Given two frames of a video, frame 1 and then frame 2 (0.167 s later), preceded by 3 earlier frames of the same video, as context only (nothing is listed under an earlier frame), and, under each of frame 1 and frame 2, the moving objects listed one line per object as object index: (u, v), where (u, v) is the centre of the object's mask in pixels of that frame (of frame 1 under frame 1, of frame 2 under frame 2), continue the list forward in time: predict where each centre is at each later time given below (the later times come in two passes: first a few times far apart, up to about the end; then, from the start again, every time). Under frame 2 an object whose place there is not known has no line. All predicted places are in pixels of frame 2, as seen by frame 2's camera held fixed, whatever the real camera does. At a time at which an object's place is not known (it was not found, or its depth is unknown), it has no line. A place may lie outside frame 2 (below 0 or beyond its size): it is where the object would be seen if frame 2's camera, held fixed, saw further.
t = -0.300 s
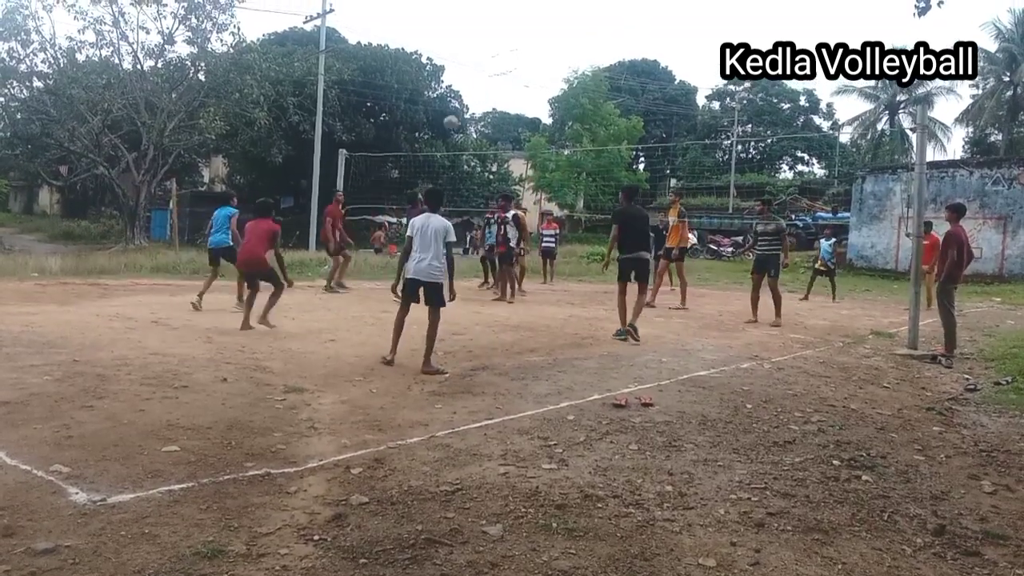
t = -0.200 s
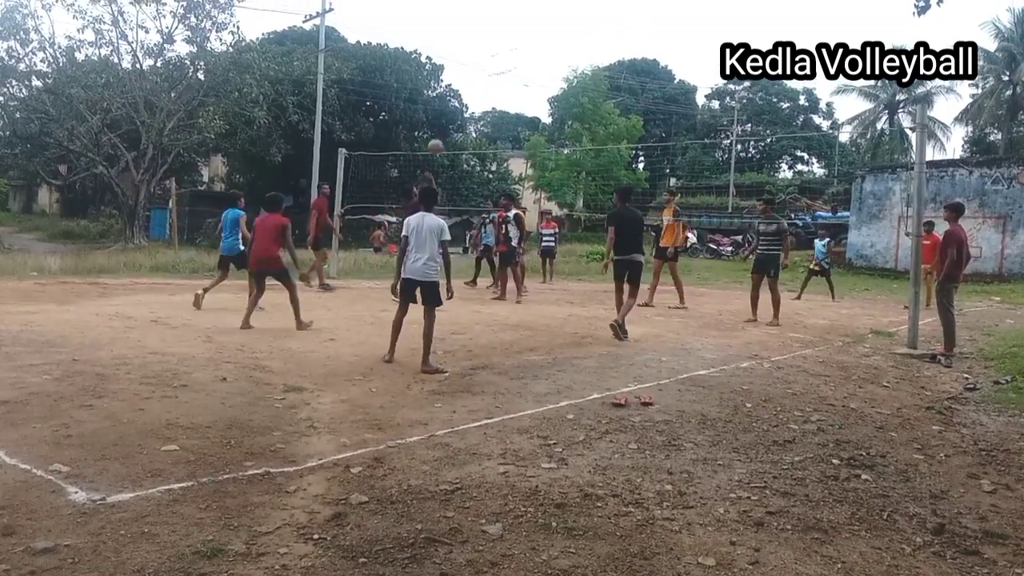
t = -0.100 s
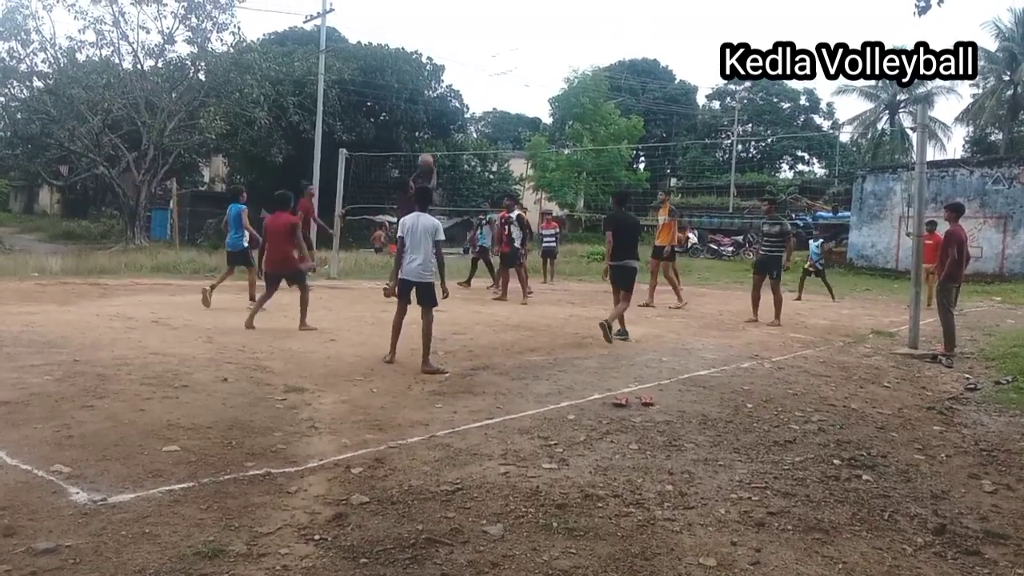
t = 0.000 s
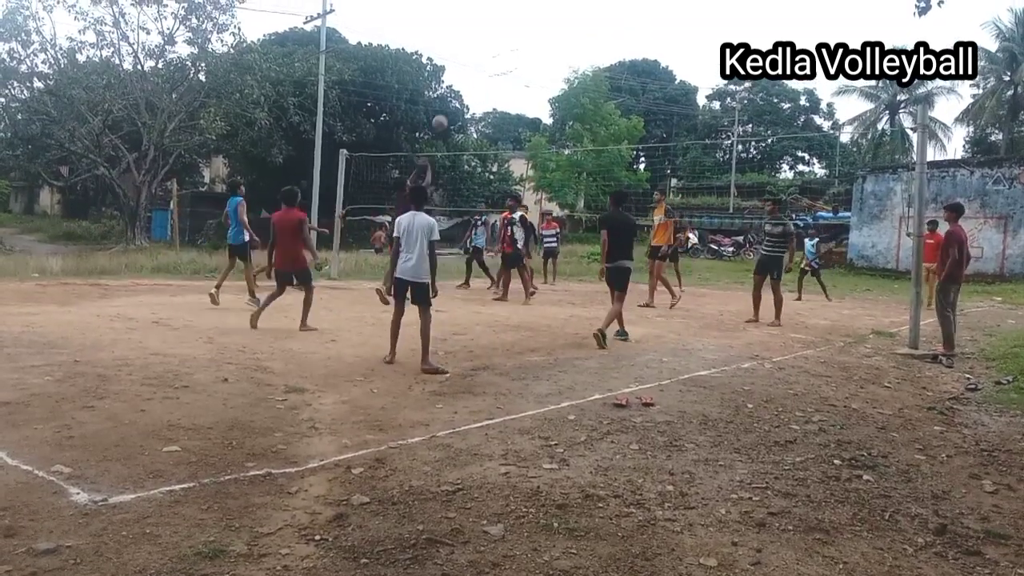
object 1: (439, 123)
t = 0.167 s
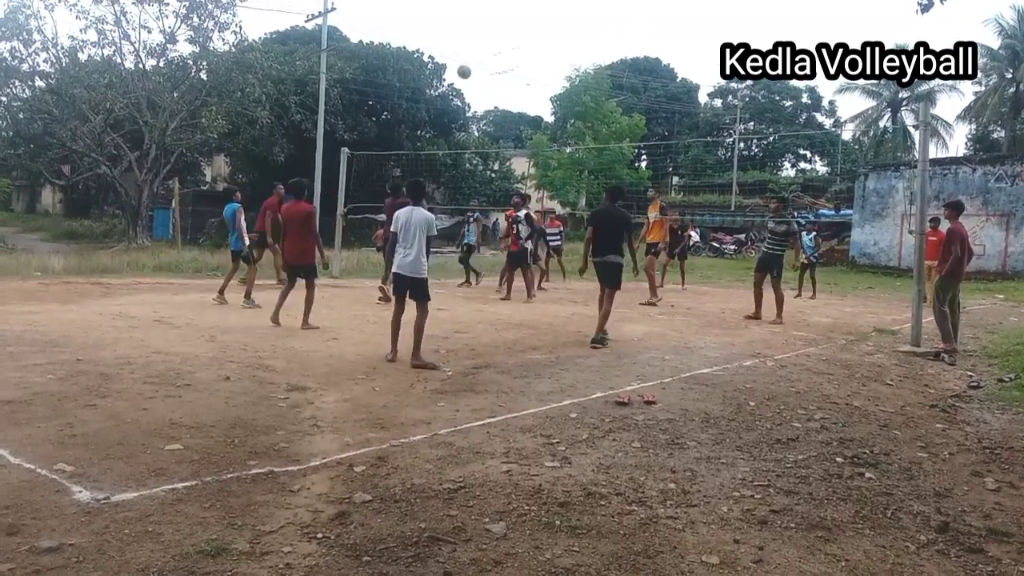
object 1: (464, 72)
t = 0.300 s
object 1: (481, 47)
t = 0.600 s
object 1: (516, 38)
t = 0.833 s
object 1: (538, 74)
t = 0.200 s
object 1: (468, 64)
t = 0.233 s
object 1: (473, 58)
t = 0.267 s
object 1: (477, 52)
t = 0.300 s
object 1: (481, 47)
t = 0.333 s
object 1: (485, 43)
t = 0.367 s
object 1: (490, 40)
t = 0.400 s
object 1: (494, 37)
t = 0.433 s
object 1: (497, 35)
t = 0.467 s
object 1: (501, 35)
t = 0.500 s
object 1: (505, 34)
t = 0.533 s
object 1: (509, 35)
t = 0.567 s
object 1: (512, 36)
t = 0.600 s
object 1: (516, 38)
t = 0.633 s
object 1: (519, 41)
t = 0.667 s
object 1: (523, 45)
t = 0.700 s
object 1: (526, 49)
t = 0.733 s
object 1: (529, 55)
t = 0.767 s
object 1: (532, 61)
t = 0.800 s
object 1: (535, 67)
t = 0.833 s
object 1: (538, 74)
